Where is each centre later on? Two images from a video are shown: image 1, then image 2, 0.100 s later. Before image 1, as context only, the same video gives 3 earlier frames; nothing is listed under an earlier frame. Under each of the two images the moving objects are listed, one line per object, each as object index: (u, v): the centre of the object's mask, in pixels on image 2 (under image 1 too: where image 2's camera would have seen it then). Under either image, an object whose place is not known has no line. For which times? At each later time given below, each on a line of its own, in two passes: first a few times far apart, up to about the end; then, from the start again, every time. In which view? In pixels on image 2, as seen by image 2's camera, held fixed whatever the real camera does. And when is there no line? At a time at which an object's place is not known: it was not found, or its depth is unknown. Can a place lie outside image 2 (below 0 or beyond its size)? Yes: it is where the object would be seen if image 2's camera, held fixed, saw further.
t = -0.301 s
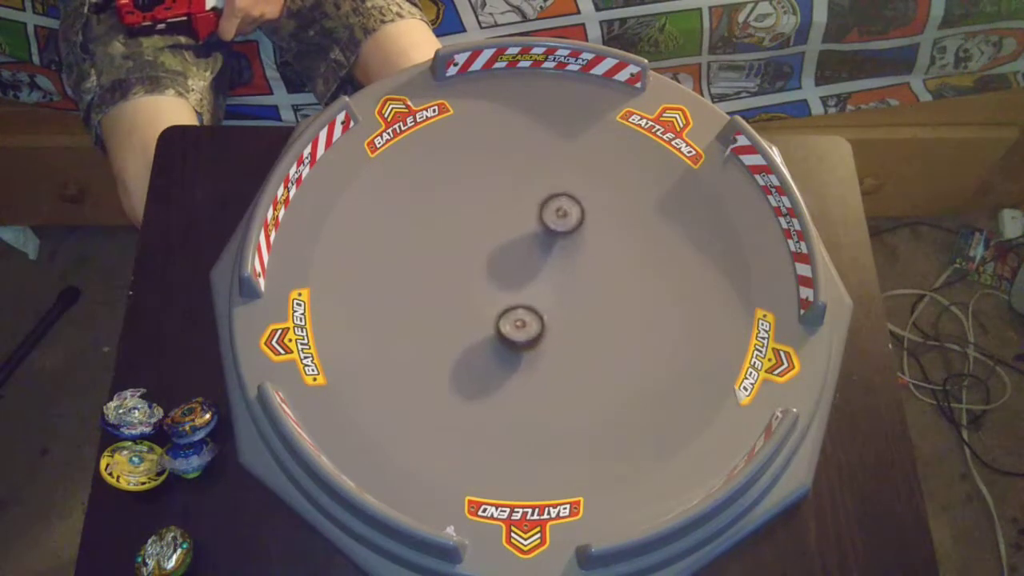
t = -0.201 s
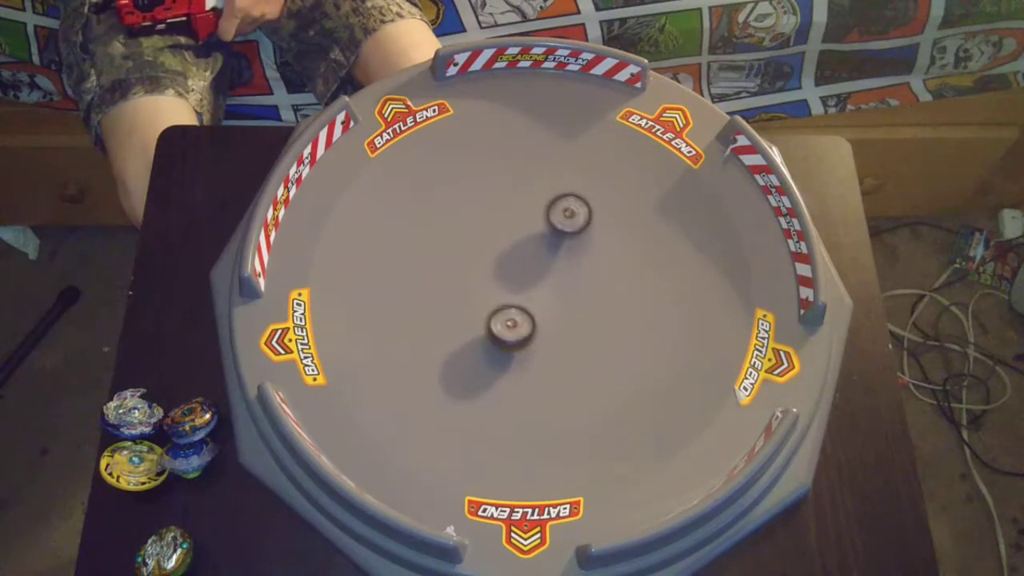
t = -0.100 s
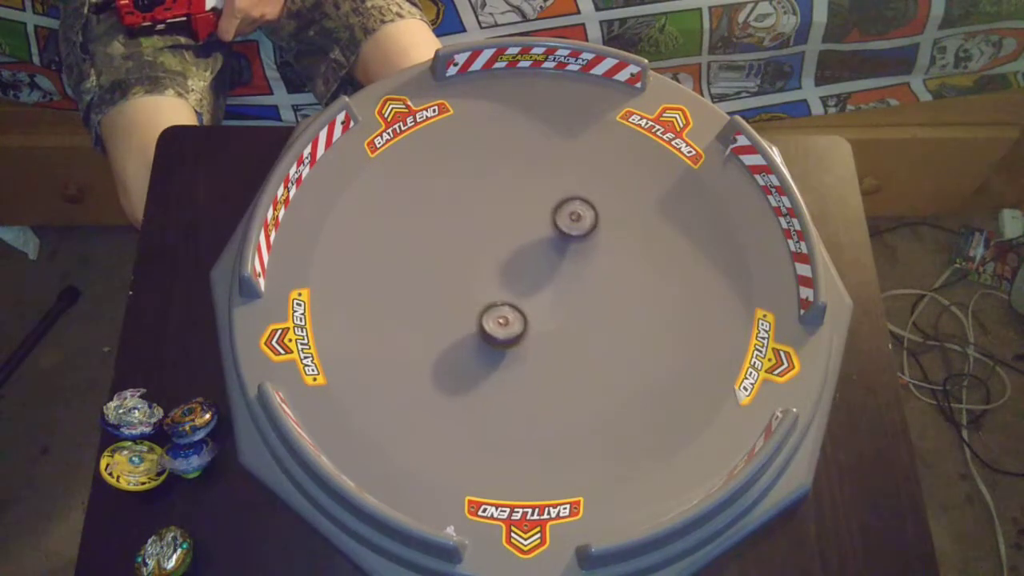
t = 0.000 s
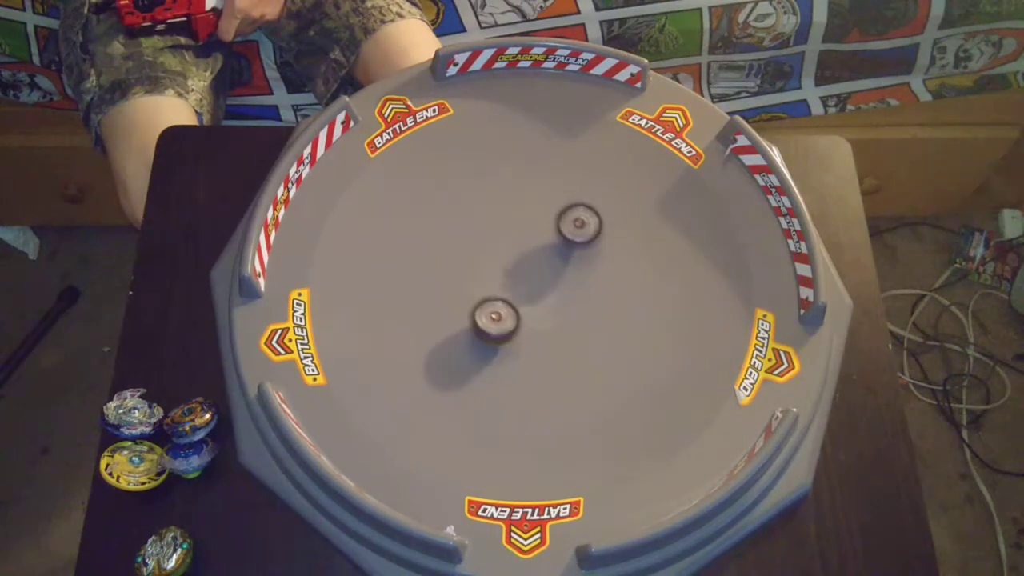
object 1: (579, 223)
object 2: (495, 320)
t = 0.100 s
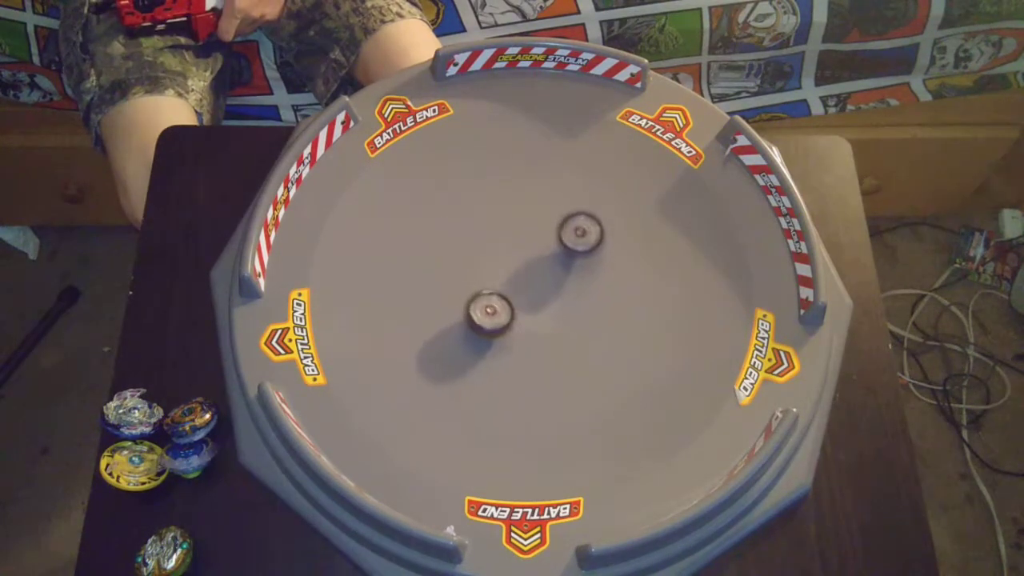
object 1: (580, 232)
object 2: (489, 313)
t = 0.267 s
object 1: (575, 251)
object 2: (485, 301)
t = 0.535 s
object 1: (546, 285)
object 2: (492, 282)
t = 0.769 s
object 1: (563, 315)
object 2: (499, 269)
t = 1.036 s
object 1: (558, 337)
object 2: (520, 268)
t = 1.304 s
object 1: (530, 347)
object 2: (540, 276)
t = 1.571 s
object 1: (498, 341)
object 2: (549, 289)
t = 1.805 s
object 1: (475, 324)
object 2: (546, 300)
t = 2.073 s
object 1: (464, 296)
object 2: (533, 303)
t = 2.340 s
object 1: (470, 269)
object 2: (519, 297)
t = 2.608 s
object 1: (472, 237)
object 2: (519, 289)
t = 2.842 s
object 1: (487, 221)
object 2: (523, 280)
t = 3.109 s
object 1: (513, 221)
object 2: (534, 275)
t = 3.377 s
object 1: (541, 210)
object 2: (539, 296)
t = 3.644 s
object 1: (564, 210)
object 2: (537, 303)
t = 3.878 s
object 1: (576, 229)
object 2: (530, 304)
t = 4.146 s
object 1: (567, 263)
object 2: (523, 296)
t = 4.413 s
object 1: (608, 285)
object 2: (499, 279)
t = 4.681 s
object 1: (624, 314)
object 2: (513, 276)
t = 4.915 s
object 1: (606, 331)
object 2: (528, 283)
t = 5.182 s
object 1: (561, 340)
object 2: (535, 296)
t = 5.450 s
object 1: (517, 358)
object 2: (528, 294)
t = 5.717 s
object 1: (475, 343)
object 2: (522, 290)
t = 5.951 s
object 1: (458, 311)
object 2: (522, 285)
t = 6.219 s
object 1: (467, 272)
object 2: (529, 282)
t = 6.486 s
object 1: (499, 247)
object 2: (535, 288)
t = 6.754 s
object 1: (533, 241)
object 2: (535, 294)
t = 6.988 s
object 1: (572, 244)
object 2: (516, 306)
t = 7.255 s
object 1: (614, 246)
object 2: (510, 300)
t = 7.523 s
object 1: (613, 277)
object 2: (524, 290)
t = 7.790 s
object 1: (596, 298)
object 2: (532, 288)
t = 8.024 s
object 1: (590, 303)
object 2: (525, 288)
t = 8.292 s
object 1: (587, 308)
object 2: (513, 282)
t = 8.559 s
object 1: (563, 301)
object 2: (516, 276)
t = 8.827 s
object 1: (558, 302)
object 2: (515, 274)
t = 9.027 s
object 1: (558, 317)
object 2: (510, 264)
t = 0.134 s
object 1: (580, 235)
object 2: (488, 311)
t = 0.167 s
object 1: (579, 239)
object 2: (487, 308)
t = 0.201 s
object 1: (578, 243)
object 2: (486, 306)
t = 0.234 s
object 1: (577, 247)
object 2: (485, 303)
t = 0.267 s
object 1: (575, 251)
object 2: (485, 301)
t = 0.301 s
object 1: (572, 255)
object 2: (485, 298)
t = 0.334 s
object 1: (569, 259)
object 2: (485, 296)
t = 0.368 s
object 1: (566, 263)
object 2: (485, 293)
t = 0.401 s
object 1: (562, 267)
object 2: (486, 291)
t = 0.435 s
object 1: (557, 271)
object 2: (488, 288)
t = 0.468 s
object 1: (553, 275)
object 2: (489, 286)
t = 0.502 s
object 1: (548, 279)
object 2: (491, 284)
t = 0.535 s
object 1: (546, 285)
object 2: (492, 282)
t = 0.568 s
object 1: (548, 291)
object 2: (490, 279)
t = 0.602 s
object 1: (551, 296)
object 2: (491, 276)
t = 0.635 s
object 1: (554, 301)
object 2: (491, 274)
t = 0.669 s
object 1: (556, 305)
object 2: (493, 273)
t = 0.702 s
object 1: (559, 308)
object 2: (495, 271)
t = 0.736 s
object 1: (561, 312)
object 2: (496, 270)
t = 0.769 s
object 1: (563, 315)
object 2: (499, 269)
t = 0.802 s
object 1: (563, 318)
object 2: (501, 268)
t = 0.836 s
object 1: (564, 321)
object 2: (503, 268)
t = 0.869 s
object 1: (564, 324)
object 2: (506, 267)
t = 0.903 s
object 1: (564, 327)
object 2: (508, 267)
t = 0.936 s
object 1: (563, 330)
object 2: (511, 267)
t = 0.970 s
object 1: (561, 333)
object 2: (514, 267)
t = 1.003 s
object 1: (560, 335)
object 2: (517, 267)
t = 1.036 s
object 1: (558, 337)
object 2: (520, 268)
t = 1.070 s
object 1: (555, 339)
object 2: (523, 269)
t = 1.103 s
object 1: (552, 341)
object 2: (525, 269)
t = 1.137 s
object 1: (549, 342)
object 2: (528, 270)
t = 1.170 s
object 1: (546, 344)
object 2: (531, 271)
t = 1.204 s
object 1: (542, 345)
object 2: (533, 272)
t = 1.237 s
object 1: (538, 346)
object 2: (535, 273)
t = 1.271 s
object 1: (535, 346)
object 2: (537, 274)
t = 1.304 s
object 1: (530, 347)
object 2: (540, 276)
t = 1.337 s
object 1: (526, 347)
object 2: (542, 277)
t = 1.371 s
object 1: (522, 347)
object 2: (543, 279)
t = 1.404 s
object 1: (517, 346)
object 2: (545, 280)
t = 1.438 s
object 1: (513, 346)
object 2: (547, 282)
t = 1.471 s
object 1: (510, 345)
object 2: (548, 284)
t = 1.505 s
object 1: (505, 344)
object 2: (549, 286)
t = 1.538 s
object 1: (502, 343)
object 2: (549, 287)
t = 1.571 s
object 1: (498, 341)
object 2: (549, 289)
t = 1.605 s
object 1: (493, 339)
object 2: (549, 291)
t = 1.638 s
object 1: (490, 337)
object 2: (549, 292)
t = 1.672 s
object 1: (486, 335)
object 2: (549, 293)
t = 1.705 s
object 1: (483, 333)
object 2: (548, 295)
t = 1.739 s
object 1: (480, 330)
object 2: (548, 297)
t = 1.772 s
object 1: (477, 327)
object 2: (547, 298)
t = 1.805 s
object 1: (475, 324)
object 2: (546, 300)
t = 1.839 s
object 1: (472, 321)
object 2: (544, 301)
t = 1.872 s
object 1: (470, 318)
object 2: (543, 302)
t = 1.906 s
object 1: (468, 314)
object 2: (541, 302)
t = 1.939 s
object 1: (467, 311)
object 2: (540, 303)
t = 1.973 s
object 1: (465, 308)
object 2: (538, 303)
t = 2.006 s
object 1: (465, 304)
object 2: (536, 303)
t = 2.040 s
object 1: (464, 300)
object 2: (535, 304)
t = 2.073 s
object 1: (464, 296)
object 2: (533, 303)
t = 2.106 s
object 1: (463, 293)
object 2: (531, 303)
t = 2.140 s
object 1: (464, 289)
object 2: (529, 303)
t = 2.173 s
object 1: (464, 286)
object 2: (527, 302)
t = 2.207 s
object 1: (465, 282)
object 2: (525, 302)
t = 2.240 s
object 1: (466, 279)
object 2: (523, 301)
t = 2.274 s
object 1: (467, 276)
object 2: (521, 299)
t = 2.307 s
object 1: (469, 272)
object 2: (520, 298)
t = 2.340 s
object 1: (470, 269)
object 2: (519, 297)
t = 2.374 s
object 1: (470, 265)
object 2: (519, 298)
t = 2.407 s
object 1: (469, 260)
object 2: (519, 298)
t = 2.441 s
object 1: (469, 255)
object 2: (519, 297)
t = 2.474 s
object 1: (469, 251)
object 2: (519, 295)
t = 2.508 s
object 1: (470, 248)
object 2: (519, 294)
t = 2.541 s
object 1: (470, 244)
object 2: (518, 292)
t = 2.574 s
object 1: (471, 241)
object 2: (519, 291)
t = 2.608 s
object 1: (472, 237)
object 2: (519, 289)
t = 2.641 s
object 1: (474, 234)
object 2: (519, 288)
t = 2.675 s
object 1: (476, 231)
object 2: (520, 287)
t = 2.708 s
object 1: (477, 229)
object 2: (520, 285)
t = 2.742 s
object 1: (479, 226)
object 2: (521, 284)
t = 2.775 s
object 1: (482, 224)
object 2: (522, 282)
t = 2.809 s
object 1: (484, 222)
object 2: (523, 281)
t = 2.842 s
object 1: (487, 221)
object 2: (523, 280)
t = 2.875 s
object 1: (490, 220)
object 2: (525, 278)
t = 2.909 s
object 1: (493, 219)
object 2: (526, 278)
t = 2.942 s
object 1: (496, 218)
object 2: (527, 277)
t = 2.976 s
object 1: (499, 218)
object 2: (528, 276)
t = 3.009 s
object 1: (503, 218)
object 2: (529, 276)
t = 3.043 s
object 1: (506, 219)
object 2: (530, 276)
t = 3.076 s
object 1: (510, 220)
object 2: (531, 275)
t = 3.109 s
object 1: (513, 221)
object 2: (534, 275)
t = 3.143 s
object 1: (517, 223)
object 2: (535, 275)
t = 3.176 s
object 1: (521, 226)
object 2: (536, 276)
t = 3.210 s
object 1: (524, 225)
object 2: (536, 280)
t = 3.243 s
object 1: (529, 219)
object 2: (536, 287)
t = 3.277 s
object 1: (532, 216)
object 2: (537, 291)
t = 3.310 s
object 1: (535, 213)
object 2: (537, 293)
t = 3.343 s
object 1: (538, 211)
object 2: (538, 295)
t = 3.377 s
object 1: (541, 210)
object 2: (539, 296)
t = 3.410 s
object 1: (544, 208)
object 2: (539, 298)
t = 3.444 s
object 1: (548, 208)
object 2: (539, 299)
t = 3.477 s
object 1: (550, 207)
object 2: (539, 300)
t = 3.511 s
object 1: (553, 207)
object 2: (539, 301)
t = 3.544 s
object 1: (556, 207)
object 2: (539, 301)
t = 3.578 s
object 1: (559, 208)
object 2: (538, 302)
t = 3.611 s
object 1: (561, 209)
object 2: (538, 303)
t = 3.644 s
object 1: (564, 210)
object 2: (537, 303)
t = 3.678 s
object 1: (566, 212)
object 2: (537, 304)
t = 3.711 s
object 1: (569, 214)
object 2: (536, 304)
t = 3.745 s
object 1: (571, 217)
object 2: (535, 304)
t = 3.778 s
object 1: (572, 219)
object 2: (534, 304)
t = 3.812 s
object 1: (573, 222)
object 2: (532, 304)
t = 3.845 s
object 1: (575, 226)
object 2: (532, 304)
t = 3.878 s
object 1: (576, 229)
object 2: (530, 304)
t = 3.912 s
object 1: (576, 233)
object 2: (529, 304)
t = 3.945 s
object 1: (576, 237)
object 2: (528, 303)
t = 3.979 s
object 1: (575, 241)
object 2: (527, 303)
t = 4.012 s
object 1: (575, 246)
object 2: (526, 302)
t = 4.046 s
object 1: (574, 250)
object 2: (525, 301)
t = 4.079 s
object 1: (572, 254)
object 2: (524, 299)
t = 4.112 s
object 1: (570, 258)
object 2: (524, 298)
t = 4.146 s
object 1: (567, 263)
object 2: (523, 296)
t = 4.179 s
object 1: (568, 267)
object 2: (521, 295)
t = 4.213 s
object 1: (577, 268)
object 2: (511, 293)
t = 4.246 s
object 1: (584, 272)
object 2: (504, 291)
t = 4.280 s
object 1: (590, 274)
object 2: (499, 287)
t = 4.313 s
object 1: (594, 276)
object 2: (497, 284)
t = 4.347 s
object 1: (599, 278)
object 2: (497, 282)
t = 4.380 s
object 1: (604, 281)
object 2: (498, 281)
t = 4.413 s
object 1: (608, 285)
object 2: (499, 279)
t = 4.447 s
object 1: (612, 288)
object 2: (500, 278)
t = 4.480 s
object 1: (615, 291)
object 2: (502, 277)
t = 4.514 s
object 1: (618, 296)
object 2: (504, 277)
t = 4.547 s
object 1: (621, 300)
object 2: (505, 277)
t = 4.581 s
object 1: (622, 303)
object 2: (508, 276)
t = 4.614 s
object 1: (623, 307)
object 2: (509, 276)
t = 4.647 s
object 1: (624, 310)
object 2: (511, 276)
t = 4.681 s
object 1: (624, 314)
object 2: (513, 276)
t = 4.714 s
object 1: (623, 317)
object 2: (515, 277)
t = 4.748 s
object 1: (621, 319)
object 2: (517, 277)
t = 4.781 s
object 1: (620, 322)
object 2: (520, 278)
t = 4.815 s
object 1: (617, 325)
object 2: (522, 279)
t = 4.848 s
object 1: (614, 327)
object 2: (524, 280)
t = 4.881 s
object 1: (610, 329)
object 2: (526, 282)
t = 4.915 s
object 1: (606, 331)
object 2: (528, 283)
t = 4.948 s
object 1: (601, 333)
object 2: (530, 285)
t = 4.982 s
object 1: (596, 335)
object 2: (531, 287)
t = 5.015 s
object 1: (591, 336)
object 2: (533, 289)
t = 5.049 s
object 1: (584, 337)
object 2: (534, 291)
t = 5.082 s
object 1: (578, 338)
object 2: (534, 294)
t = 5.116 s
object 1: (573, 338)
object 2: (535, 295)
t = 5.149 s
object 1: (566, 338)
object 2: (535, 297)
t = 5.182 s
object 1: (561, 340)
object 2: (535, 296)
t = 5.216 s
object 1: (556, 346)
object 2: (533, 293)
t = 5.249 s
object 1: (551, 349)
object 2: (533, 293)
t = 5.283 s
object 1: (545, 352)
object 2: (533, 294)
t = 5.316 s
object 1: (539, 354)
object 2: (532, 294)
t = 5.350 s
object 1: (535, 357)
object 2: (531, 294)
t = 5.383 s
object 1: (529, 357)
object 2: (530, 294)
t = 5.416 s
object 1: (523, 359)
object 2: (529, 294)
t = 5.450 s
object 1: (517, 358)
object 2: (528, 294)
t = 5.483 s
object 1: (512, 358)
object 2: (527, 294)
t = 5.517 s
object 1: (505, 358)
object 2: (526, 294)
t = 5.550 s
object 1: (501, 357)
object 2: (525, 293)
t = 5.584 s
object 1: (496, 355)
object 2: (524, 293)
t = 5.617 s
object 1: (489, 353)
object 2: (523, 293)
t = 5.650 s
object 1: (485, 350)
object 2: (523, 292)
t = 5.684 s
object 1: (480, 346)
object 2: (522, 291)
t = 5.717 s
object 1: (475, 343)
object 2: (522, 290)
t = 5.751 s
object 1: (471, 340)
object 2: (522, 290)
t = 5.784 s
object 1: (469, 335)
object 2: (522, 289)
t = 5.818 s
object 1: (466, 331)
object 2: (522, 288)
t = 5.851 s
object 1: (463, 327)
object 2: (522, 287)
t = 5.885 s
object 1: (461, 321)
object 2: (522, 287)
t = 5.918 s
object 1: (459, 315)
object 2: (522, 286)
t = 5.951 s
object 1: (458, 311)
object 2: (522, 285)
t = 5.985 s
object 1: (457, 307)
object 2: (523, 285)
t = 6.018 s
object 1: (458, 301)
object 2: (524, 284)
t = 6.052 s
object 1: (458, 295)
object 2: (525, 283)
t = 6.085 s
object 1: (458, 291)
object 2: (525, 283)
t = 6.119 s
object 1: (460, 285)
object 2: (526, 283)
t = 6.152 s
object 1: (462, 280)
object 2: (527, 282)
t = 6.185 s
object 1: (464, 276)
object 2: (528, 282)
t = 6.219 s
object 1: (467, 272)
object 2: (529, 282)
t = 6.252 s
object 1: (471, 267)
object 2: (530, 282)
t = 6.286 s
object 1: (474, 264)
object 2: (531, 283)
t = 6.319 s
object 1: (479, 261)
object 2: (532, 283)
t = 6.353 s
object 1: (484, 258)
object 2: (532, 284)
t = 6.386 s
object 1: (488, 256)
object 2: (533, 284)
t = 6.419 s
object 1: (491, 252)
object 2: (534, 286)
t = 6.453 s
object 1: (496, 250)
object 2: (535, 286)
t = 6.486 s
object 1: (499, 247)
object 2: (535, 288)
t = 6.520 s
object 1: (502, 245)
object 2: (535, 289)
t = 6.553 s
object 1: (507, 243)
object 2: (535, 290)
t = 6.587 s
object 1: (511, 241)
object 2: (535, 291)
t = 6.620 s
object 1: (515, 240)
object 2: (535, 291)
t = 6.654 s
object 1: (520, 240)
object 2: (535, 292)
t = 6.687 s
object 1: (524, 240)
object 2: (535, 293)
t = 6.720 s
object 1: (528, 240)
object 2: (535, 294)
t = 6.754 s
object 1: (533, 241)
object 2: (535, 294)
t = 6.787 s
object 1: (537, 242)
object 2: (534, 295)
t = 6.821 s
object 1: (540, 244)
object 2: (533, 296)
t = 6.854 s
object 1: (545, 246)
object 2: (531, 296)
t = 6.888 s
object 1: (547, 249)
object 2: (530, 296)
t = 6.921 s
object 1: (552, 252)
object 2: (527, 297)
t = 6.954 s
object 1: (561, 249)
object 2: (522, 302)
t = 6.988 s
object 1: (572, 244)
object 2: (516, 306)
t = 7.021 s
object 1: (581, 241)
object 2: (512, 307)
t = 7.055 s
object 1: (588, 238)
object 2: (510, 306)
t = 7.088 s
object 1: (594, 238)
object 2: (510, 305)
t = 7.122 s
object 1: (599, 238)
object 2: (509, 304)
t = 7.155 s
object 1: (603, 239)
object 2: (509, 303)
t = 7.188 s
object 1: (607, 240)
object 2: (509, 302)
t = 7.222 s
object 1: (611, 243)
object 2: (510, 301)
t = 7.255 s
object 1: (614, 246)
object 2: (510, 300)
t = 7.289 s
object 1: (617, 249)
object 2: (511, 299)
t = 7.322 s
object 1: (618, 253)
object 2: (512, 298)
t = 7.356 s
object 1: (619, 257)
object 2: (513, 296)
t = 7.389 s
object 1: (620, 260)
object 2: (514, 294)
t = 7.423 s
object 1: (619, 265)
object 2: (516, 293)
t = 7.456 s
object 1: (617, 269)
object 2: (519, 292)
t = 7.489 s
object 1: (615, 273)
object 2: (521, 291)
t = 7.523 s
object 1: (613, 277)
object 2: (524, 290)
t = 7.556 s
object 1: (610, 280)
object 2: (527, 289)
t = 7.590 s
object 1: (606, 283)
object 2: (529, 289)
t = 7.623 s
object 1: (601, 286)
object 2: (531, 289)
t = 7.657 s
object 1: (597, 289)
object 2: (534, 289)
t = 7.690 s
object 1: (591, 291)
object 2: (536, 289)
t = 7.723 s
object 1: (591, 294)
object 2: (534, 289)
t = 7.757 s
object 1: (595, 296)
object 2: (532, 288)
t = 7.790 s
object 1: (596, 298)
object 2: (532, 288)
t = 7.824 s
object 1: (596, 300)
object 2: (534, 289)
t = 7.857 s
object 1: (593, 300)
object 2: (533, 289)
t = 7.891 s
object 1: (591, 300)
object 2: (533, 290)
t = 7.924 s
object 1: (587, 300)
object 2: (533, 292)
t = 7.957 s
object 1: (586, 299)
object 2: (532, 291)
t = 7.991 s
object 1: (587, 301)
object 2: (529, 290)
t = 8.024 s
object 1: (590, 303)
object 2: (525, 288)
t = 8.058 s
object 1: (590, 305)
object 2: (523, 287)
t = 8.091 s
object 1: (592, 305)
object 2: (520, 288)
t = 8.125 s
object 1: (591, 306)
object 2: (518, 287)
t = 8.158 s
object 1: (592, 307)
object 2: (517, 286)
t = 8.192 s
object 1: (590, 308)
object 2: (515, 285)
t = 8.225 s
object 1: (590, 308)
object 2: (514, 284)
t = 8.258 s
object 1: (588, 309)
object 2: (514, 283)
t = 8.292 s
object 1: (587, 308)
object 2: (513, 282)
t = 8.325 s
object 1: (584, 309)
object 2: (513, 281)
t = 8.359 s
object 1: (582, 308)
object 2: (513, 280)
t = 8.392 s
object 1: (579, 308)
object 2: (513, 279)
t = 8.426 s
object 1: (575, 306)
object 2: (514, 279)
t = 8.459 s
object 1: (572, 306)
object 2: (514, 278)
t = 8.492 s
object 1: (568, 304)
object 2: (515, 277)
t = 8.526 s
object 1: (565, 302)
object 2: (516, 277)
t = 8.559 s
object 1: (563, 301)
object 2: (516, 276)
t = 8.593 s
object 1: (564, 303)
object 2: (512, 272)
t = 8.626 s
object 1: (567, 304)
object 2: (510, 269)
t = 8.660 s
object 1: (565, 306)
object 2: (511, 268)
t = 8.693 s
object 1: (563, 305)
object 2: (513, 269)
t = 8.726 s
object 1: (562, 305)
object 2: (513, 270)
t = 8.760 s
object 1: (560, 304)
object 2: (514, 271)
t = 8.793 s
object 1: (560, 303)
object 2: (514, 272)
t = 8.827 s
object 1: (558, 302)
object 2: (515, 274)
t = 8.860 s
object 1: (559, 305)
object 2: (514, 270)
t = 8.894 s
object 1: (560, 309)
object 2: (512, 265)
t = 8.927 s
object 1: (561, 313)
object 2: (512, 263)
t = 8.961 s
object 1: (560, 316)
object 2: (512, 263)
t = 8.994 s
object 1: (558, 317)
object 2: (512, 264)
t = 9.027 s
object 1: (558, 317)
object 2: (510, 264)
